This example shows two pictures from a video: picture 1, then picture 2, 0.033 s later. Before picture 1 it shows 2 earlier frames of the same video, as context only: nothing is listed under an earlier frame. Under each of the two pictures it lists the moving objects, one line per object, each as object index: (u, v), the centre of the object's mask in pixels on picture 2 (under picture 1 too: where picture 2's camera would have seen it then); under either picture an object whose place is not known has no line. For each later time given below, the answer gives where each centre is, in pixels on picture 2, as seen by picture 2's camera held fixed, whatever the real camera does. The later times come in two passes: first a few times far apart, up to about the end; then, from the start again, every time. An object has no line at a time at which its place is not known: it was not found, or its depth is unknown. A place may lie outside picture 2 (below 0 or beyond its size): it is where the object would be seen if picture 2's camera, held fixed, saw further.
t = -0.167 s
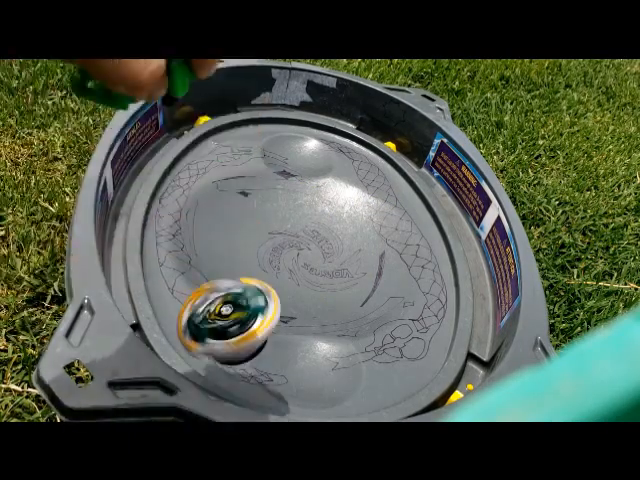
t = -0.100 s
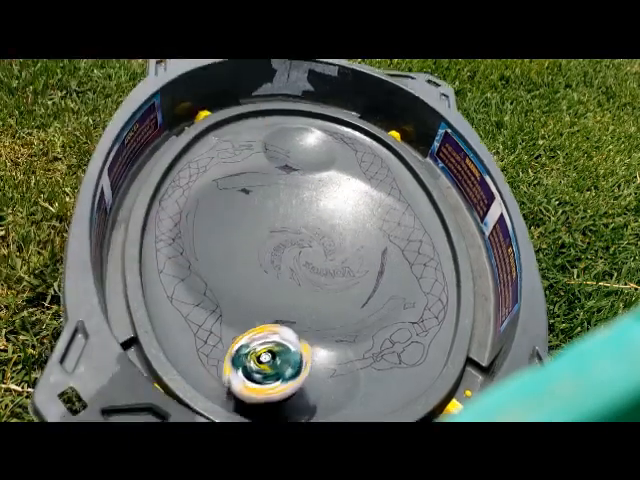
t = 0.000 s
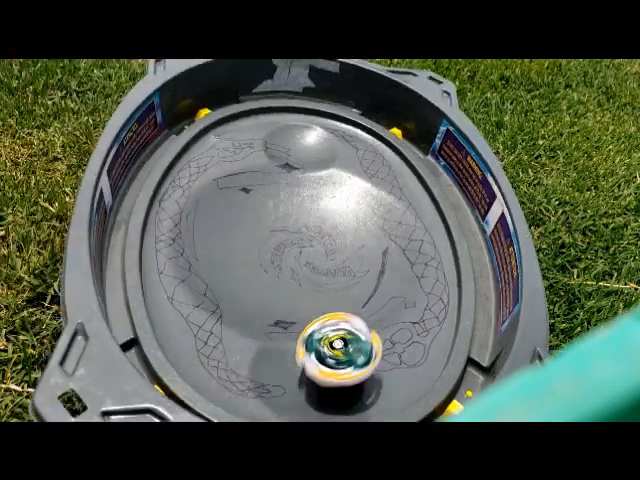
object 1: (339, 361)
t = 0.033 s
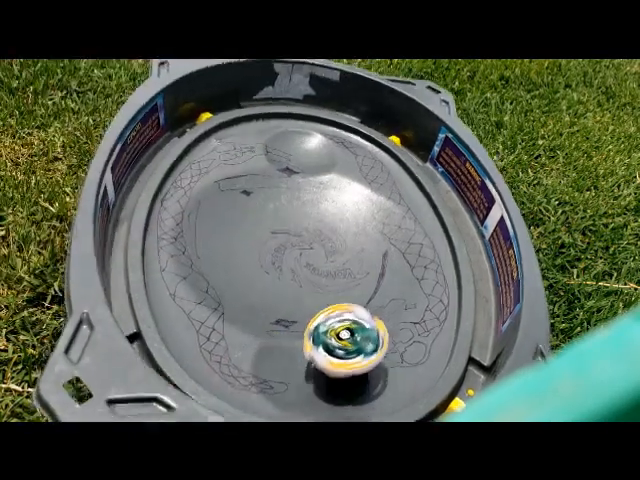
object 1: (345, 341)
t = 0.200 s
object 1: (291, 346)
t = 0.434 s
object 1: (362, 386)
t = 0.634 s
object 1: (422, 361)
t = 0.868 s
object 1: (412, 339)
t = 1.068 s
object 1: (390, 346)
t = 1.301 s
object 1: (370, 358)
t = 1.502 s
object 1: (277, 304)
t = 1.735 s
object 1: (311, 296)
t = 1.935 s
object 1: (330, 251)
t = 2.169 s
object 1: (253, 234)
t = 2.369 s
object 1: (293, 289)
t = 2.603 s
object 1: (376, 244)
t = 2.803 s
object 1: (313, 203)
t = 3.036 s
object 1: (267, 256)
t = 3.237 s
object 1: (410, 279)
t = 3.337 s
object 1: (460, 265)
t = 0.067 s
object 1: (343, 330)
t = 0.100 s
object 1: (333, 337)
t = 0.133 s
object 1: (318, 324)
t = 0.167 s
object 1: (303, 332)
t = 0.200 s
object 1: (291, 346)
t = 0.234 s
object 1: (286, 363)
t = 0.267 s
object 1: (292, 378)
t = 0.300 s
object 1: (303, 387)
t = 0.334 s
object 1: (315, 387)
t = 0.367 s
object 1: (329, 385)
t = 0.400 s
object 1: (347, 383)
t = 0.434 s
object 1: (362, 386)
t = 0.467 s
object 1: (377, 385)
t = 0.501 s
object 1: (391, 383)
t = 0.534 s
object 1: (401, 379)
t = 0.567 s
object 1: (410, 376)
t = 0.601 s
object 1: (416, 371)
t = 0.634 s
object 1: (422, 361)
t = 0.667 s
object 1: (425, 359)
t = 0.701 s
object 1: (426, 345)
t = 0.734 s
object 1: (421, 353)
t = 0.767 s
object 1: (420, 342)
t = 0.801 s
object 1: (417, 352)
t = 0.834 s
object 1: (416, 339)
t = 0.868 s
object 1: (412, 339)
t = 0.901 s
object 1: (407, 338)
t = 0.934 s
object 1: (402, 351)
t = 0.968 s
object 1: (402, 339)
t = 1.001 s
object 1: (394, 347)
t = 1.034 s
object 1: (391, 342)
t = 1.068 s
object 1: (390, 346)
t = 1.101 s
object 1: (387, 347)
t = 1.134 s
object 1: (383, 350)
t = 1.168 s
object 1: (380, 353)
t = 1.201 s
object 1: (380, 369)
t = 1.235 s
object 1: (378, 369)
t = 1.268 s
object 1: (373, 359)
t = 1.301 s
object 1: (370, 358)
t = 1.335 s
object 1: (368, 351)
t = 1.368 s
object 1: (358, 356)
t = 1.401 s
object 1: (341, 345)
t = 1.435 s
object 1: (320, 335)
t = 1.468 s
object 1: (297, 326)
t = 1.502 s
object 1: (277, 304)
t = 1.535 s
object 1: (269, 298)
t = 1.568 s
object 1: (263, 309)
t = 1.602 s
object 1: (264, 305)
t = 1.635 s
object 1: (271, 300)
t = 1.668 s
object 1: (278, 284)
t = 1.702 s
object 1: (294, 291)
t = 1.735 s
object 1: (311, 296)
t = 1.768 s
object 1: (322, 281)
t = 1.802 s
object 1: (331, 274)
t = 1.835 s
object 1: (335, 272)
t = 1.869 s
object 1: (338, 257)
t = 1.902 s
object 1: (335, 259)
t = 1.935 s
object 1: (330, 251)
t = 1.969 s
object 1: (320, 242)
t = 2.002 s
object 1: (308, 236)
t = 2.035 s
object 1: (297, 231)
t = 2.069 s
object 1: (284, 228)
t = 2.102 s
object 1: (273, 227)
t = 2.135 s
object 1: (260, 228)
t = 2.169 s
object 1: (253, 234)
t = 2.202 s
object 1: (246, 240)
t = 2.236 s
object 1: (247, 251)
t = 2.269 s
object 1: (249, 261)
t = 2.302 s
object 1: (260, 272)
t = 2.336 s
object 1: (273, 281)
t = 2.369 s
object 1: (293, 289)
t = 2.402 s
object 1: (311, 291)
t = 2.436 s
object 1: (332, 291)
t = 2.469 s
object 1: (348, 284)
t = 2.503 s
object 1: (362, 277)
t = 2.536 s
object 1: (371, 267)
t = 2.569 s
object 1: (377, 257)
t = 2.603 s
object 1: (376, 244)
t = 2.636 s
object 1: (374, 234)
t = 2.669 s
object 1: (364, 223)
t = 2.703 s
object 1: (357, 215)
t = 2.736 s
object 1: (342, 208)
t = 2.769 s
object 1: (330, 205)
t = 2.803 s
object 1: (313, 203)
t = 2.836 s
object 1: (299, 205)
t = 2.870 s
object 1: (285, 211)
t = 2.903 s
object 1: (274, 218)
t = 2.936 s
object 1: (267, 229)
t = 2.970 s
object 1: (262, 241)
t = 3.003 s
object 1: (264, 242)
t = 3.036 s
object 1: (267, 256)
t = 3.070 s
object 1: (283, 268)
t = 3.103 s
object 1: (300, 282)
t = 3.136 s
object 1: (318, 298)
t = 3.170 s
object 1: (347, 303)
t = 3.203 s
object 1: (383, 293)
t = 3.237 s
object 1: (410, 279)
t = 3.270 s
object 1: (430, 281)
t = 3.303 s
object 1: (448, 269)
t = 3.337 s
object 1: (460, 265)
